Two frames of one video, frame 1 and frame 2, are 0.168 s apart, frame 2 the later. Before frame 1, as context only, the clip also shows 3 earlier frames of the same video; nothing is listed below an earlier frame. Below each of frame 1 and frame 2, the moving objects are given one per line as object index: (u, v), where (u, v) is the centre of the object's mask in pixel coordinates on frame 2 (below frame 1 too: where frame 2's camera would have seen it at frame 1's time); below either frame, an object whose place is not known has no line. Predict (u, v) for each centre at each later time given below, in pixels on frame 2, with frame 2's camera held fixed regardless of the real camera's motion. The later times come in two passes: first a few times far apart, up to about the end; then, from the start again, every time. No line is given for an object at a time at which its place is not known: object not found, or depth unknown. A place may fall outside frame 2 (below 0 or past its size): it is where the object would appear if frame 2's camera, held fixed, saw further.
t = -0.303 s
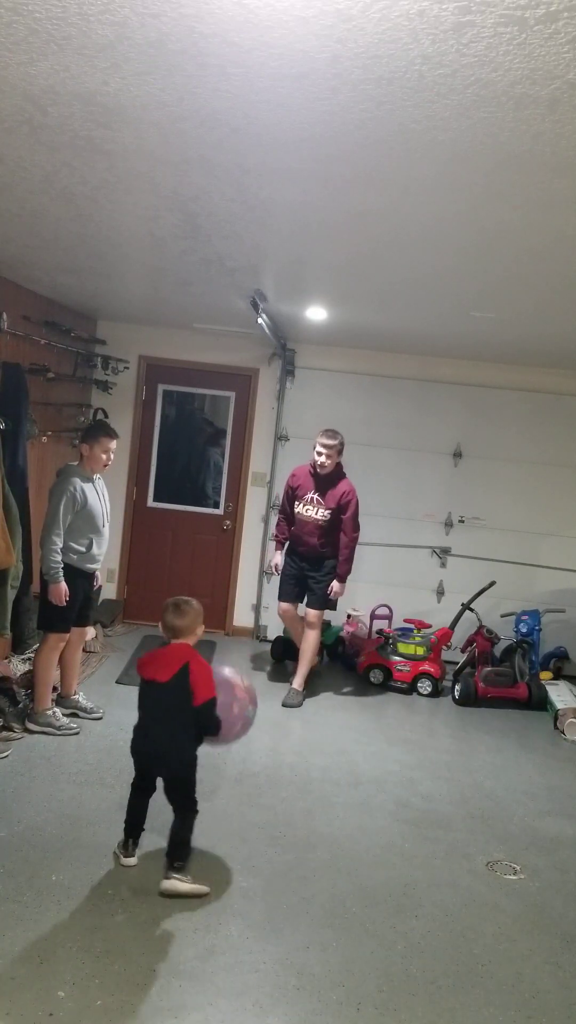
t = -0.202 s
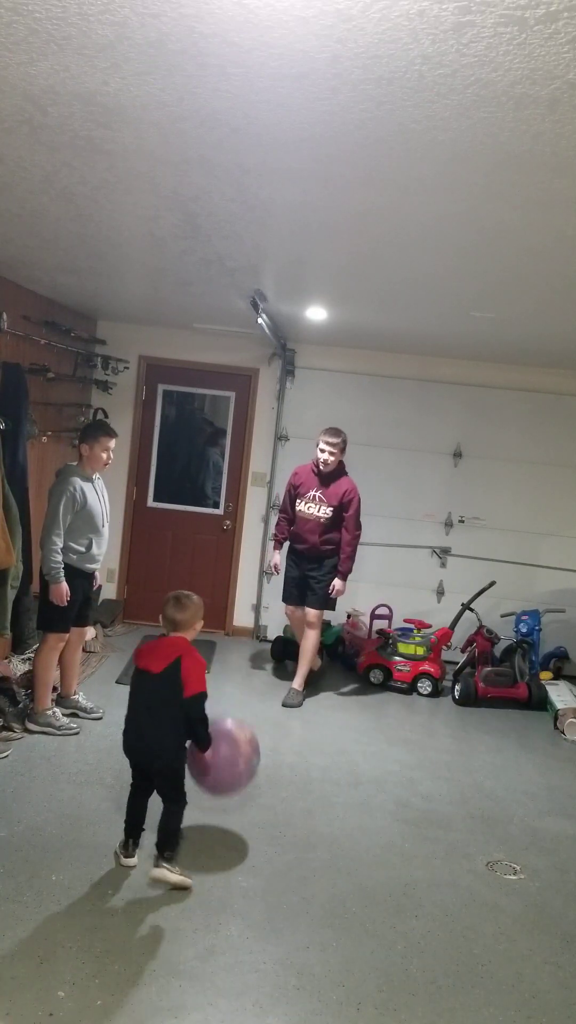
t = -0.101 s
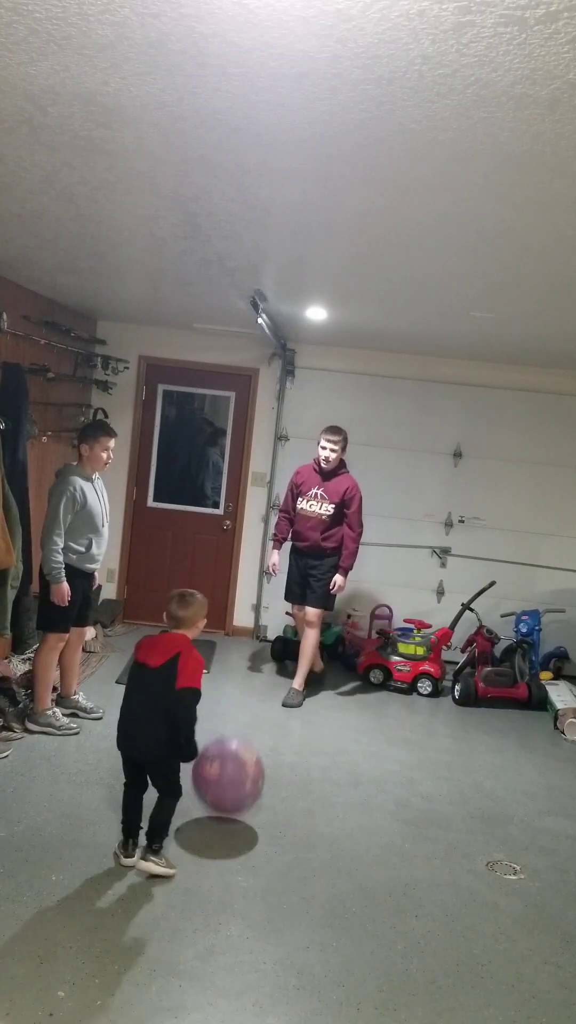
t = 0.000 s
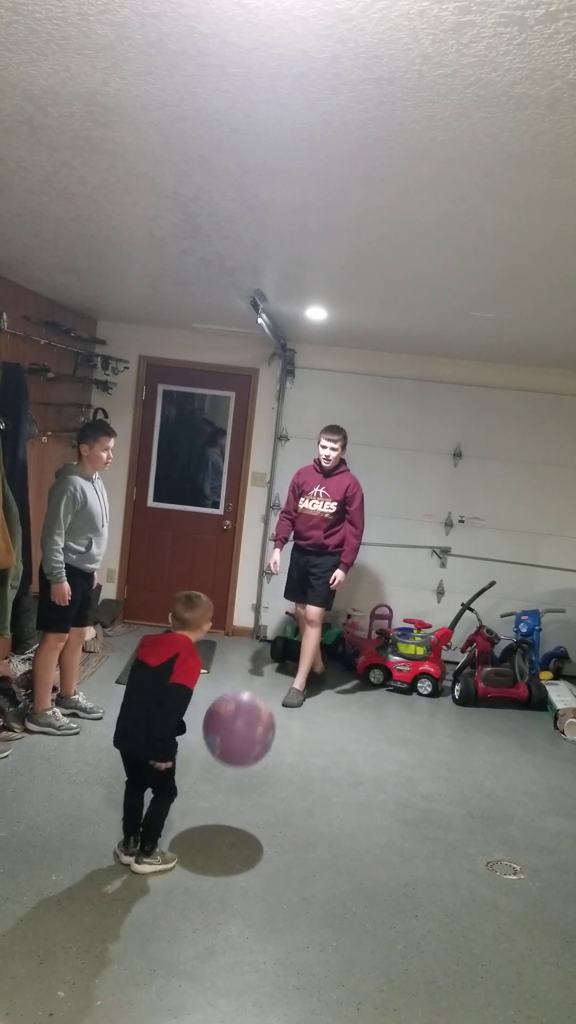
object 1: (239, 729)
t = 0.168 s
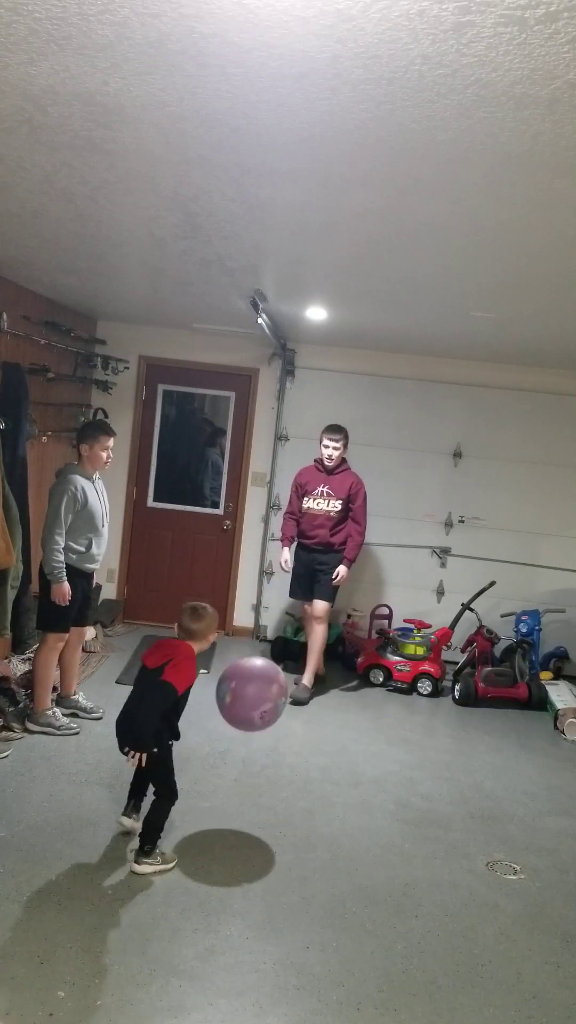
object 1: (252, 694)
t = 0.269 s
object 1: (257, 699)
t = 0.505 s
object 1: (260, 780)
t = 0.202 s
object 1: (254, 693)
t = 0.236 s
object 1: (255, 695)
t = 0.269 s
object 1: (257, 699)
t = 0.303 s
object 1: (258, 705)
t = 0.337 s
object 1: (259, 713)
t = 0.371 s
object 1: (259, 723)
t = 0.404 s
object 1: (260, 735)
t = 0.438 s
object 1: (260, 750)
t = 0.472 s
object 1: (260, 766)
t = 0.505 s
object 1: (260, 780)
